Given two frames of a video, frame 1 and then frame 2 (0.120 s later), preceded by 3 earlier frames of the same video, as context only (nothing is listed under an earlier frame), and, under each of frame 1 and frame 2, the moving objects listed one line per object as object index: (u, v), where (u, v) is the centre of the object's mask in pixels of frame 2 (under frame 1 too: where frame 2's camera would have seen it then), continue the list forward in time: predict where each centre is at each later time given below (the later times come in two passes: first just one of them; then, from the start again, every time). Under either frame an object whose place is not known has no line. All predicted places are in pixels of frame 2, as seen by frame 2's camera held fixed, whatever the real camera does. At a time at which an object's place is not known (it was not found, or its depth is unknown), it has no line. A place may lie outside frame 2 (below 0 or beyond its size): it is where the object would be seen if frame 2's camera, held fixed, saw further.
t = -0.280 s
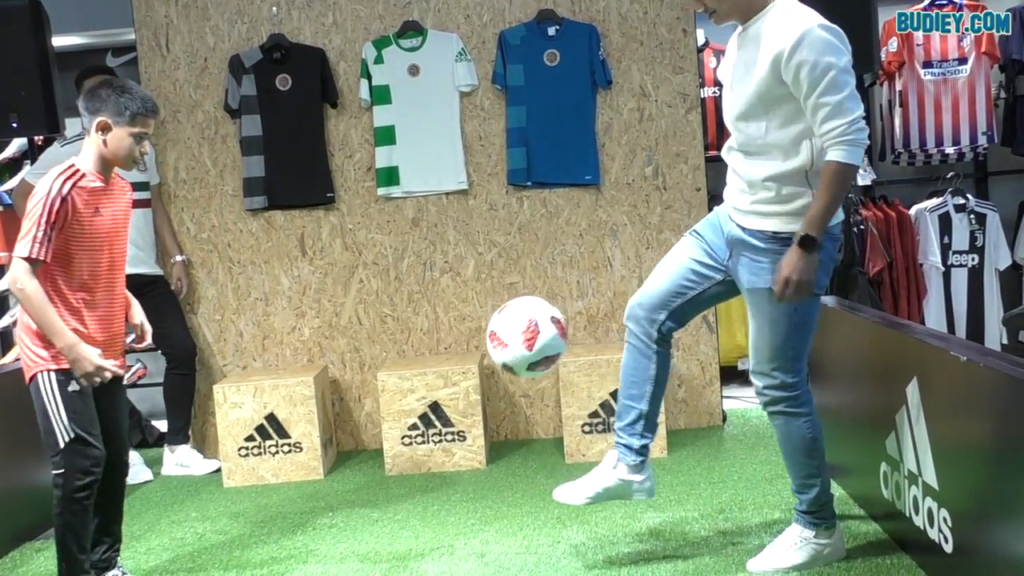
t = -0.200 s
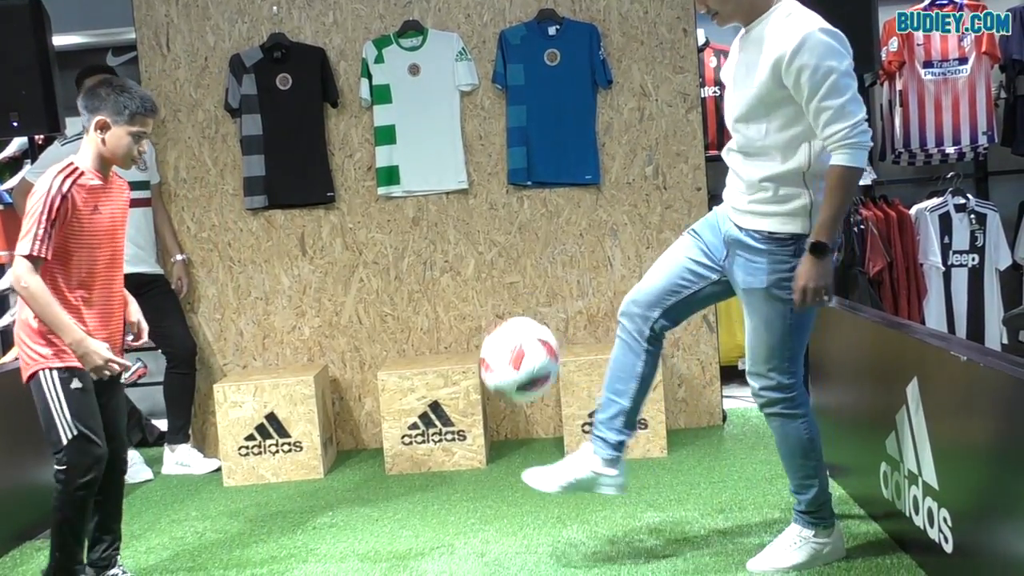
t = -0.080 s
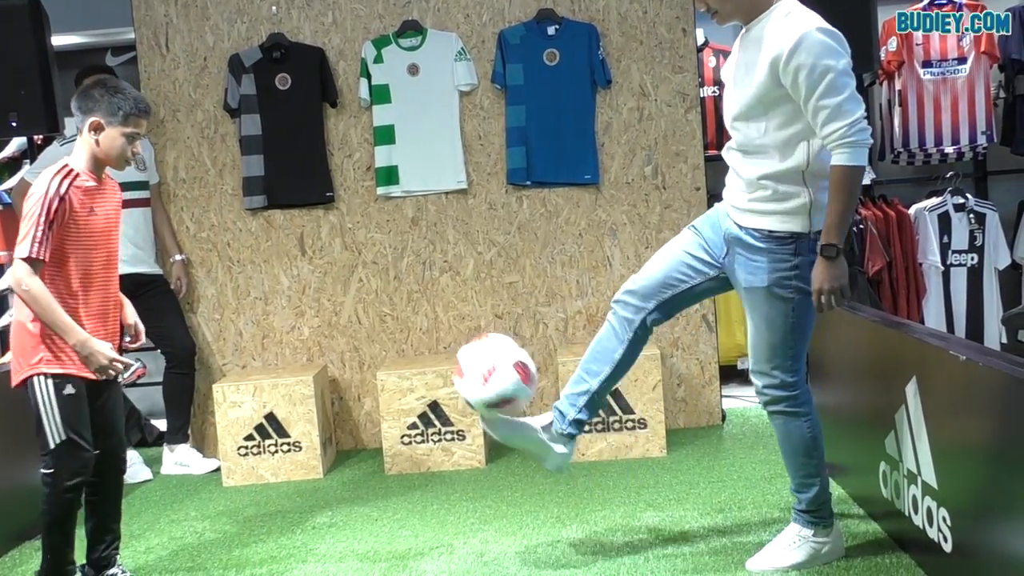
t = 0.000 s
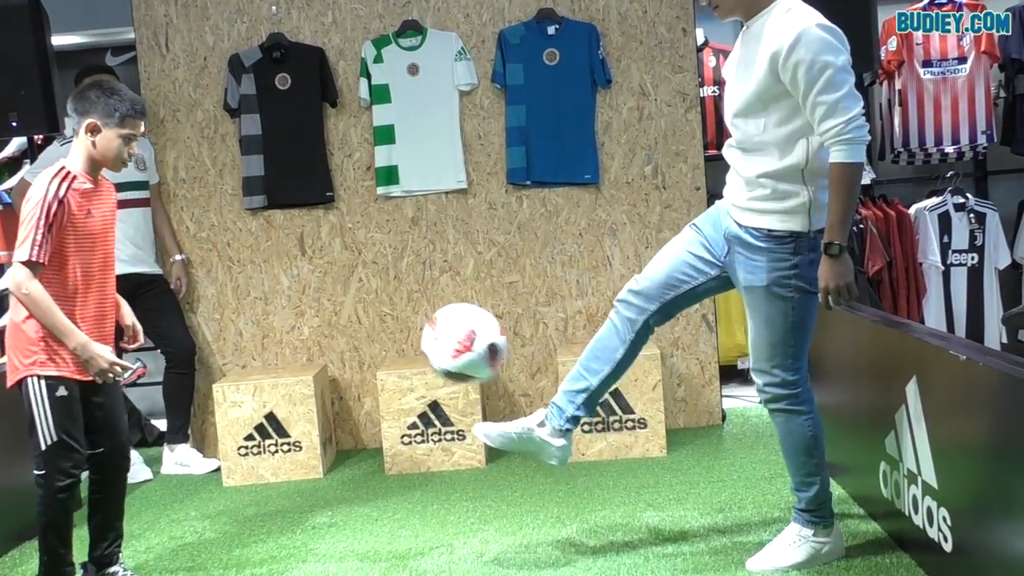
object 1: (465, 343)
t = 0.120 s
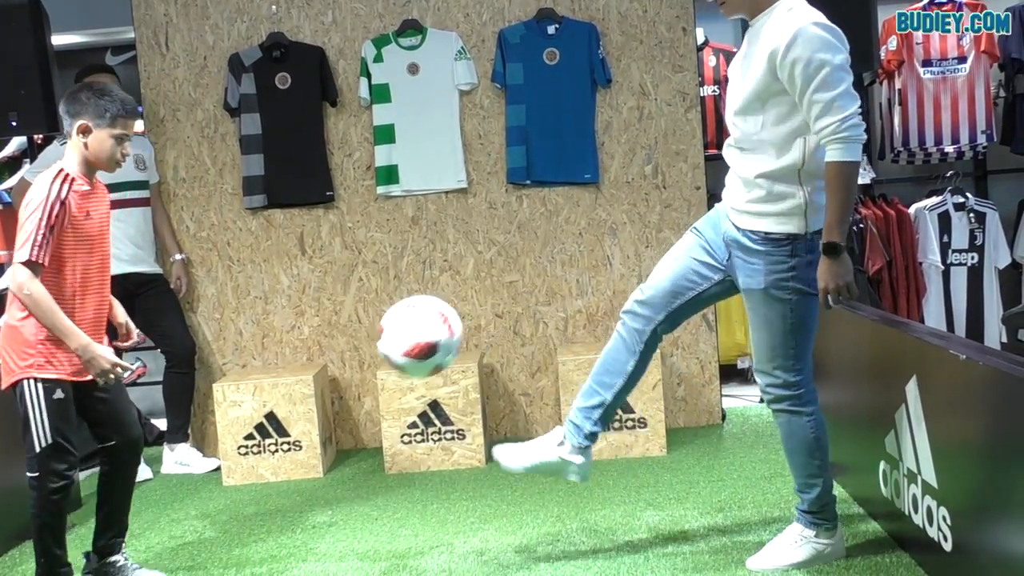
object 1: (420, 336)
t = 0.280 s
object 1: (366, 407)
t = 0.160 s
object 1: (406, 344)
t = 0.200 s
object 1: (392, 359)
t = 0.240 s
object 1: (379, 380)
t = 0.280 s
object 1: (366, 407)
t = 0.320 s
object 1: (354, 438)
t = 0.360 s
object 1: (342, 477)
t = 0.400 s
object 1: (331, 520)
